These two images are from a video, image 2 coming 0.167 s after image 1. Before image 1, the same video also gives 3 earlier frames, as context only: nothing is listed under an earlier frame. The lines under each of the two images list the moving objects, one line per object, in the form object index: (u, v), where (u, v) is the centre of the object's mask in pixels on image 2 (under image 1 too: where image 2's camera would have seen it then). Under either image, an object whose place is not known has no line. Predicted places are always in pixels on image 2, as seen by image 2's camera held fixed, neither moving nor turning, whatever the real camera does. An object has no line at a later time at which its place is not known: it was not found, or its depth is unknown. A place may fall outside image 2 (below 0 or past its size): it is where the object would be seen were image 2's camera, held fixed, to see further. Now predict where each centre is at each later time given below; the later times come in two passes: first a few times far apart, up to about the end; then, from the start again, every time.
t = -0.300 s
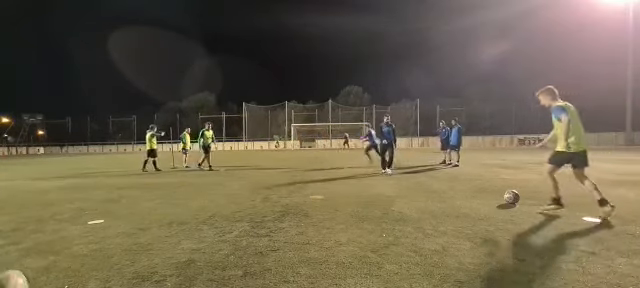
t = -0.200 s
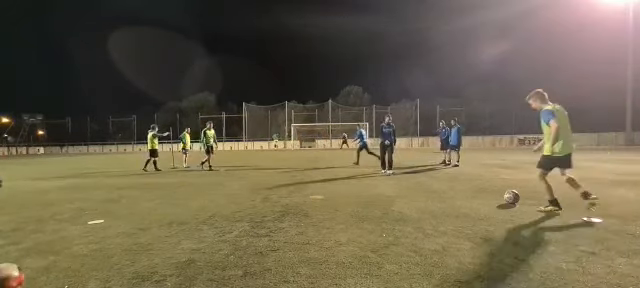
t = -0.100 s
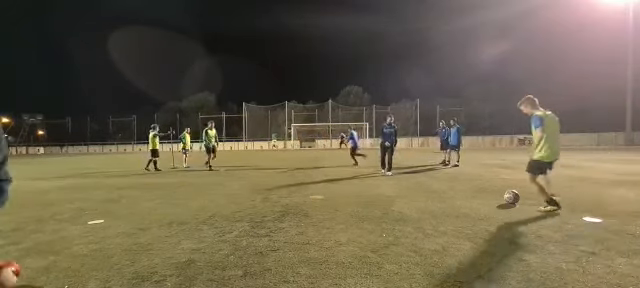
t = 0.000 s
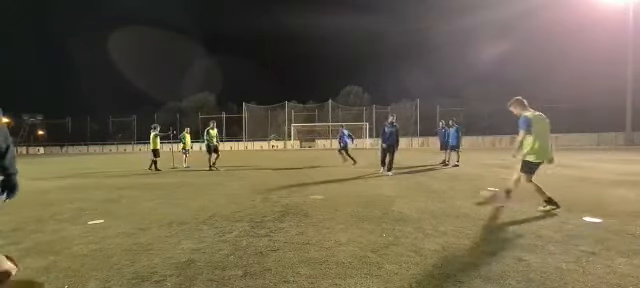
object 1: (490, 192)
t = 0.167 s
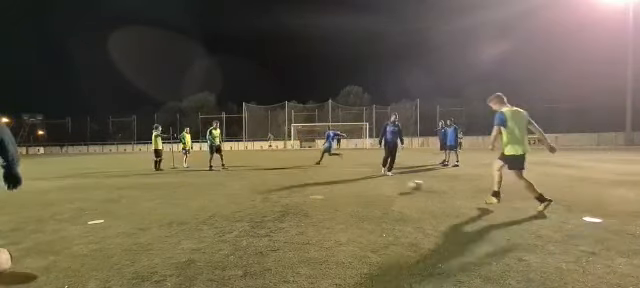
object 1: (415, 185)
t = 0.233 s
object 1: (393, 183)
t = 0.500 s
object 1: (333, 177)
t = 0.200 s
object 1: (404, 184)
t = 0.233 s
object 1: (393, 183)
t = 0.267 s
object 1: (383, 181)
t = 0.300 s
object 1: (374, 180)
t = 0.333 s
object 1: (366, 179)
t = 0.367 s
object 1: (359, 179)
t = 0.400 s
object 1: (351, 179)
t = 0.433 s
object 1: (344, 178)
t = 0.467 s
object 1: (338, 178)
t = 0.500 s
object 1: (333, 177)
